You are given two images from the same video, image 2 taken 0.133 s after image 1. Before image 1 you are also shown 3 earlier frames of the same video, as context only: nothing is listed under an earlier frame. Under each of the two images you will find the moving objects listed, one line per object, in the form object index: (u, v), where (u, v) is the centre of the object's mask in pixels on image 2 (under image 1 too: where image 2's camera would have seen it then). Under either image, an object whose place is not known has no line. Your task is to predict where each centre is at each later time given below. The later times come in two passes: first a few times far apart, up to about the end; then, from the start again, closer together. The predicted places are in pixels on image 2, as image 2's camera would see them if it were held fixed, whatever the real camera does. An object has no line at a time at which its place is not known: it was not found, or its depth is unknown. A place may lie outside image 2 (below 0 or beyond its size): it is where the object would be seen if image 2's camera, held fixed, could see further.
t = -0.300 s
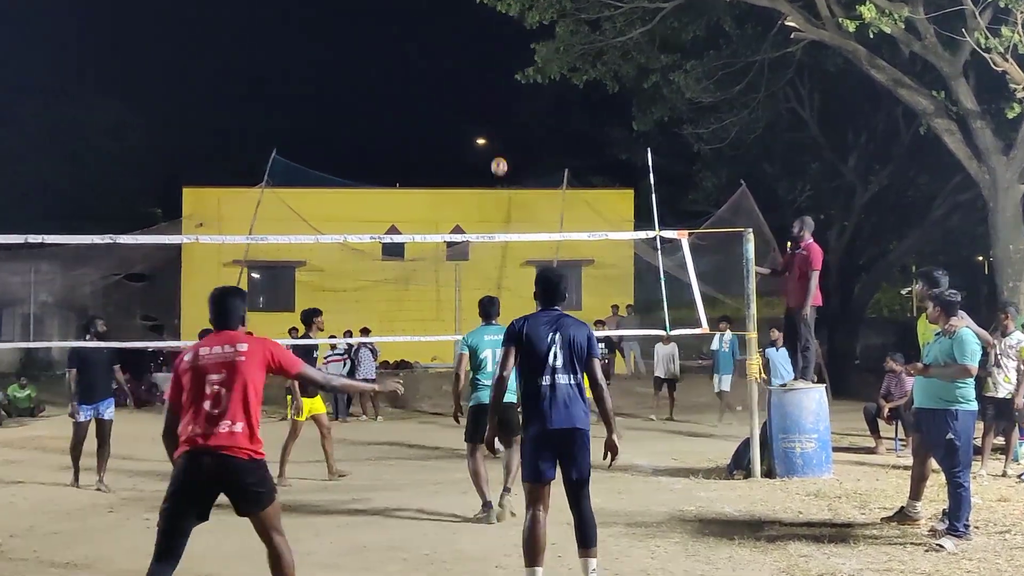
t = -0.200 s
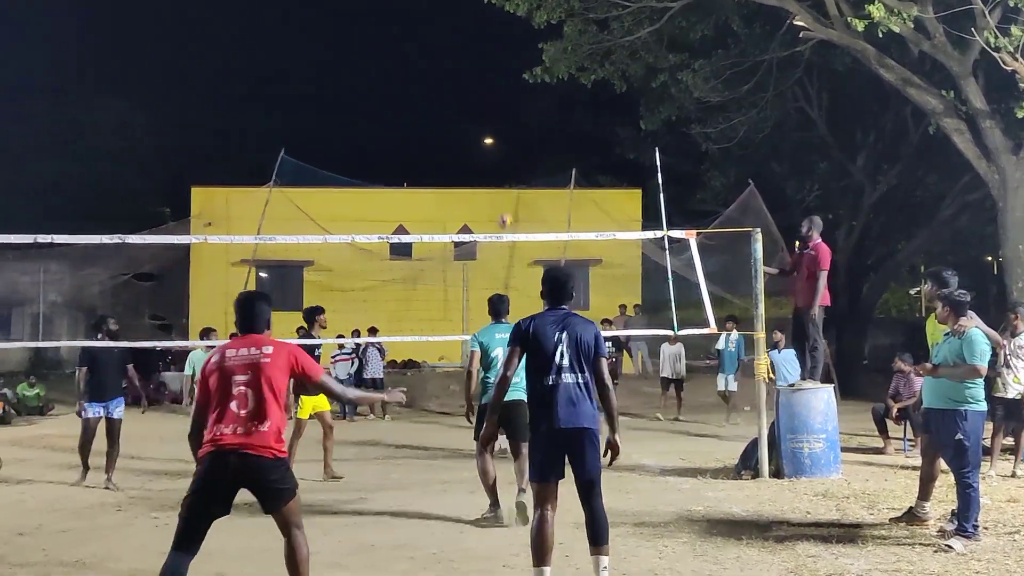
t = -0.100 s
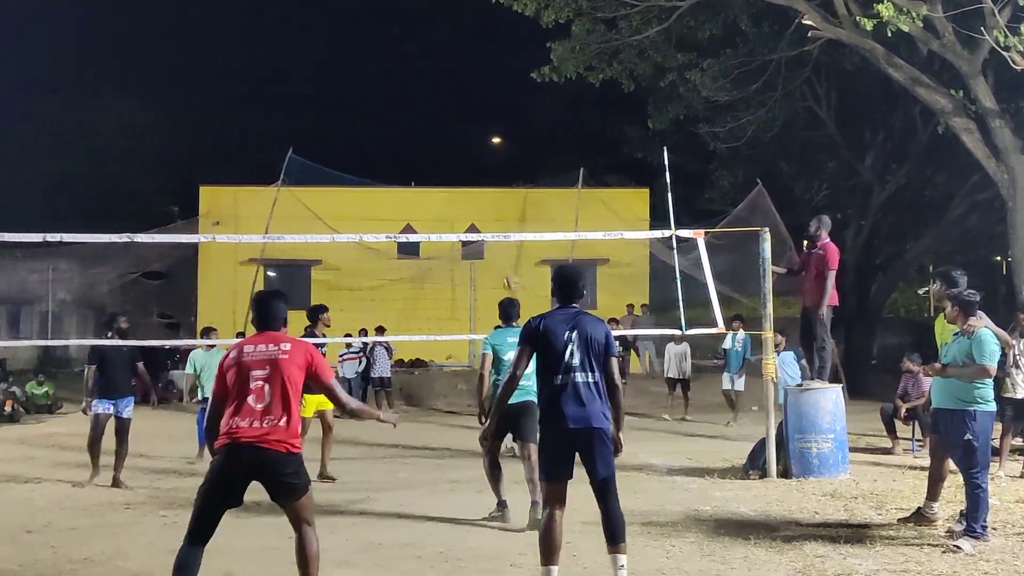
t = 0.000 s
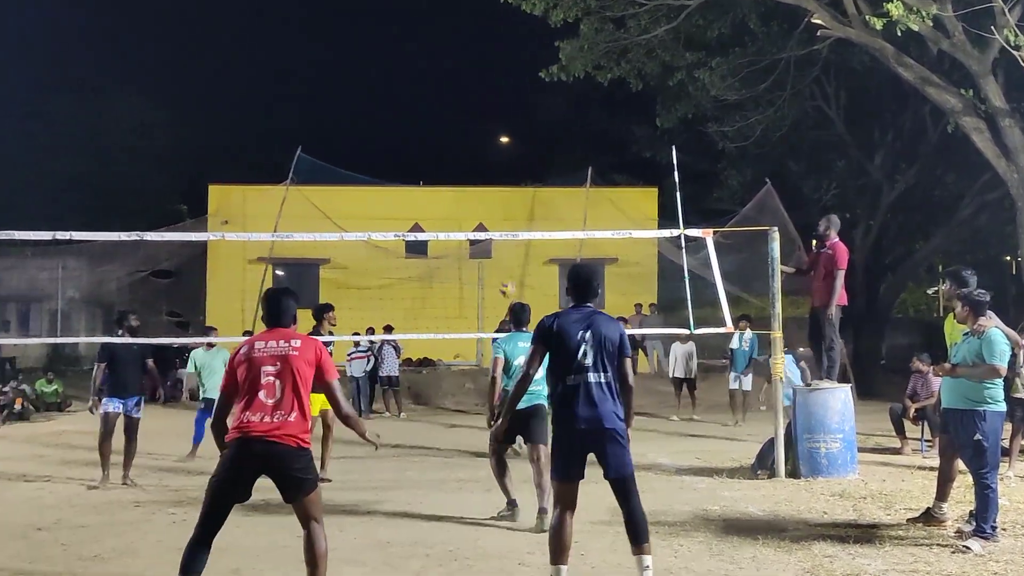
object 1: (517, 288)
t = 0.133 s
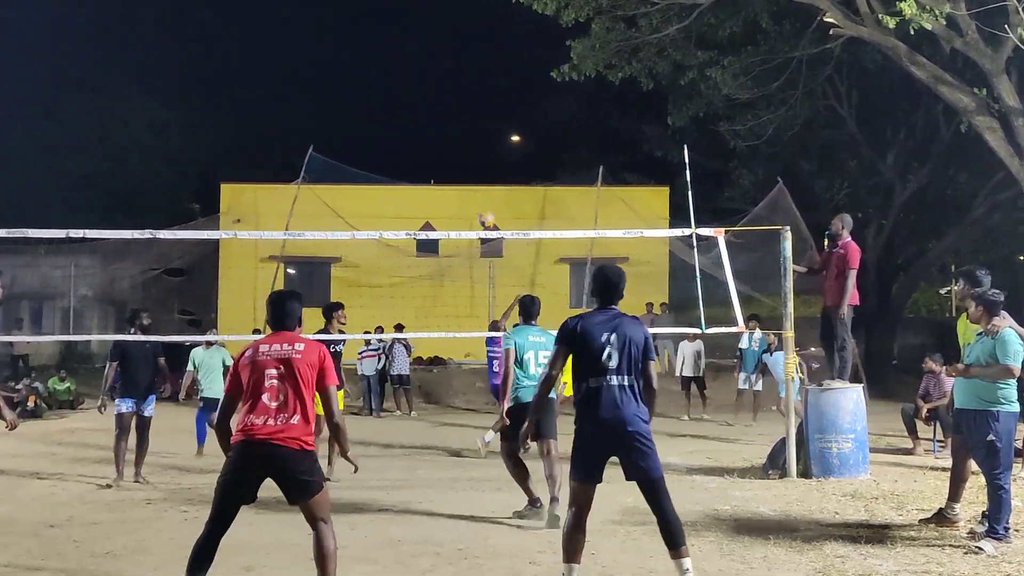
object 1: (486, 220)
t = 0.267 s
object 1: (449, 159)
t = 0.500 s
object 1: (371, 77)
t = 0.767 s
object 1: (248, 35)
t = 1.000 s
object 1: (96, 77)
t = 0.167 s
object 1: (477, 204)
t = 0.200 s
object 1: (468, 188)
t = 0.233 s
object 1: (459, 173)
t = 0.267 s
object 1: (449, 159)
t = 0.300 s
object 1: (439, 145)
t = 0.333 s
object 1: (429, 133)
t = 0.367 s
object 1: (418, 120)
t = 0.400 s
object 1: (407, 108)
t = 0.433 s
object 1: (395, 97)
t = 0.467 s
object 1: (383, 87)
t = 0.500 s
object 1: (371, 77)
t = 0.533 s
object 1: (358, 69)
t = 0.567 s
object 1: (344, 60)
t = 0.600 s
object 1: (329, 53)
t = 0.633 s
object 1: (315, 47)
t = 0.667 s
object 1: (300, 43)
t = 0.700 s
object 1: (284, 39)
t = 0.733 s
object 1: (266, 36)
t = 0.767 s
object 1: (248, 35)
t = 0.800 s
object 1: (229, 36)
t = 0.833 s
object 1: (210, 38)
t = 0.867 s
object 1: (189, 41)
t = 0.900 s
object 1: (166, 46)
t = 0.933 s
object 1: (144, 55)
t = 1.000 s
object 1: (96, 77)
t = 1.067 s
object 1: (40, 108)
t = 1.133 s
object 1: (-20, 154)
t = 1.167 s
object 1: (-53, 182)
